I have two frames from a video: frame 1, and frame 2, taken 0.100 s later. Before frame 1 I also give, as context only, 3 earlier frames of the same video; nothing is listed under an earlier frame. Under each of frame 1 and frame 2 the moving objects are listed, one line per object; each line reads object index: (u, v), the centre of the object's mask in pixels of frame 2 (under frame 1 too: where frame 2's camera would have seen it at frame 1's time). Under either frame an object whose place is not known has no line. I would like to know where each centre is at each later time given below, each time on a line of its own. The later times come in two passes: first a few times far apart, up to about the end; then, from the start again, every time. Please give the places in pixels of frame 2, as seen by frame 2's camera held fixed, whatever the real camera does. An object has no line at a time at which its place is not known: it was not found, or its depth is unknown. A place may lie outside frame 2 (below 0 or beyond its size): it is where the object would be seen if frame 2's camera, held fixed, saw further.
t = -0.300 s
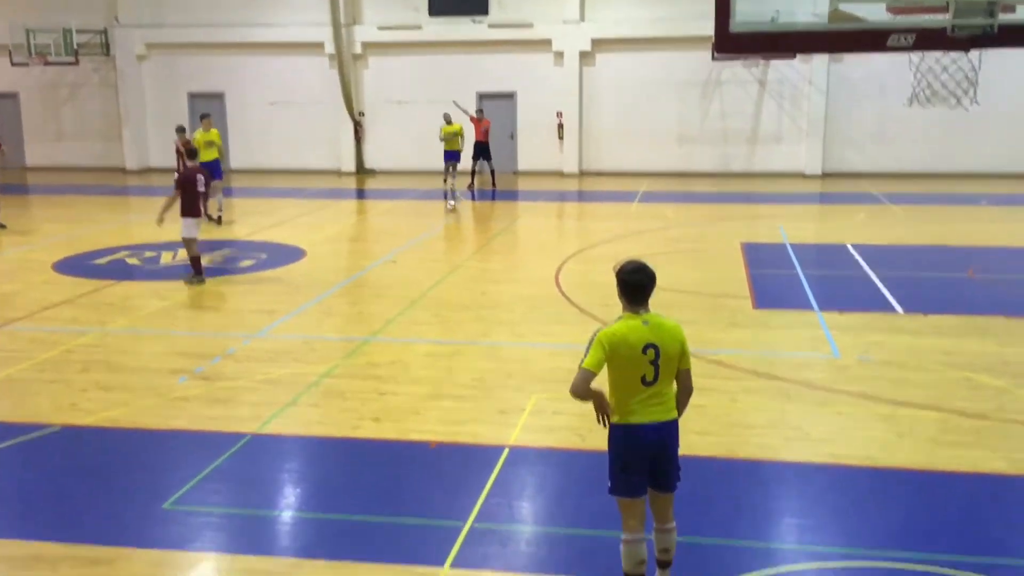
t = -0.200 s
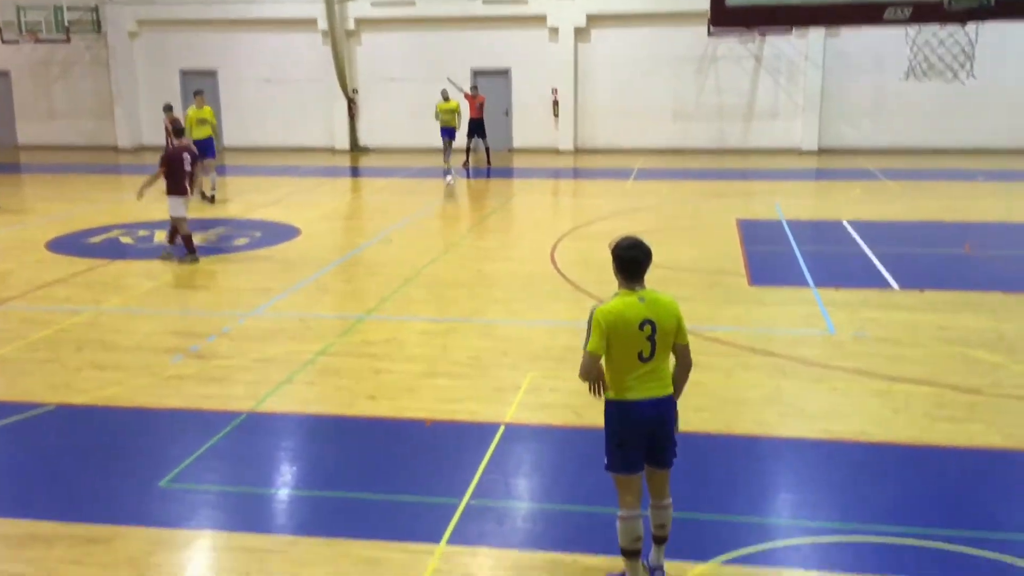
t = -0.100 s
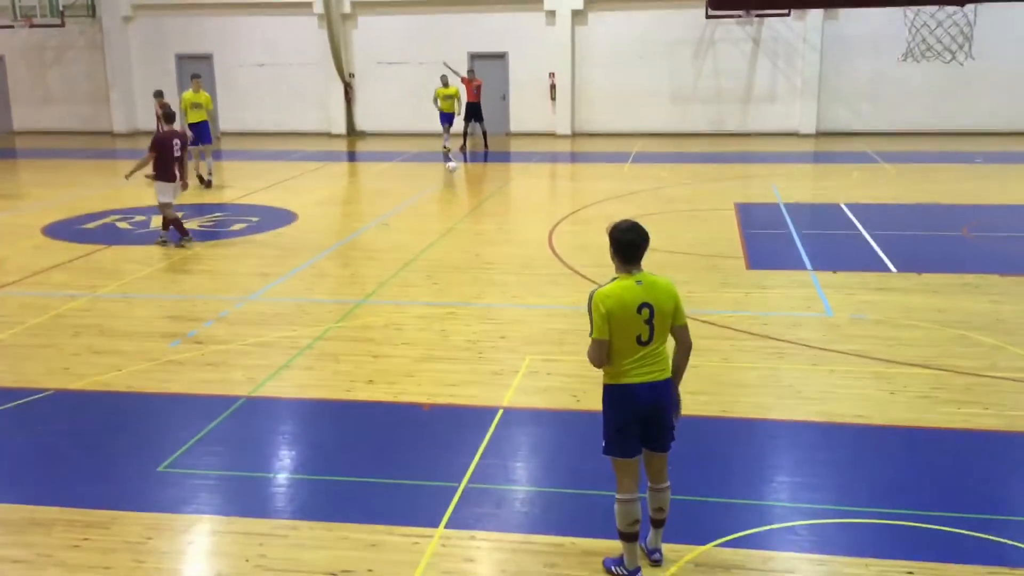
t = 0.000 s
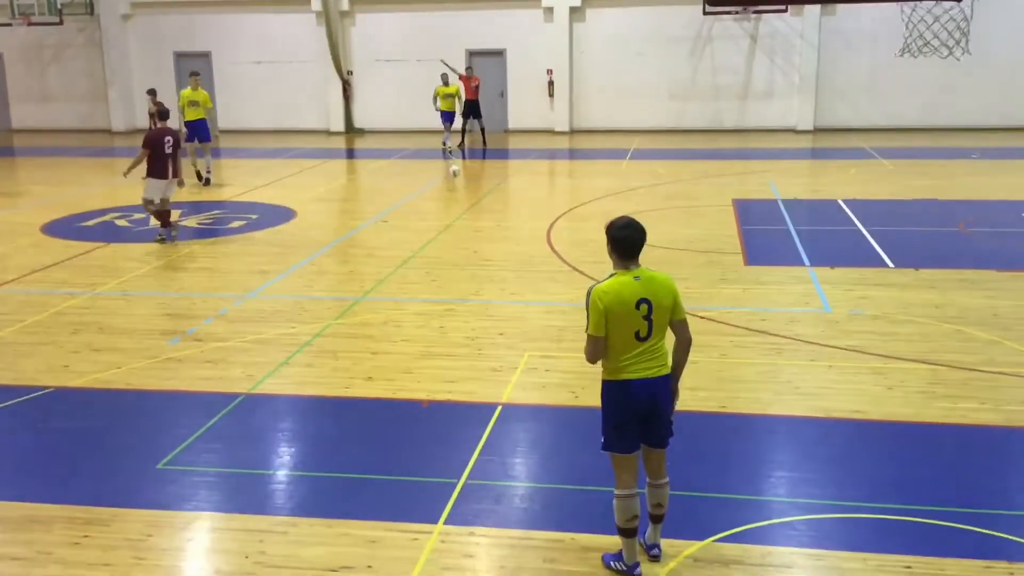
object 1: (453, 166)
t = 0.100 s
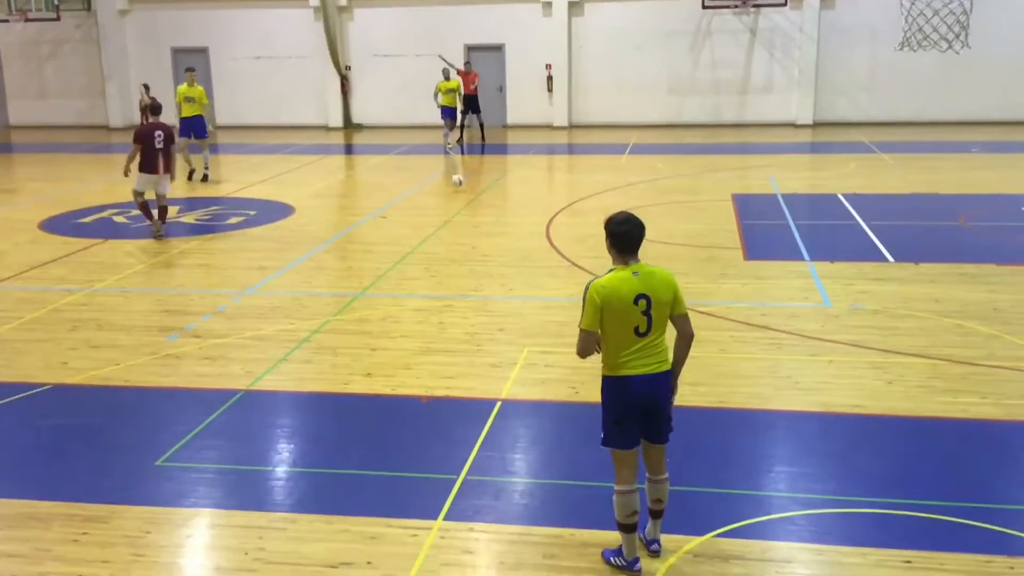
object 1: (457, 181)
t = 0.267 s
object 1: (465, 188)
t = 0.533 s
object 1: (478, 211)
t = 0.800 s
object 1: (493, 237)
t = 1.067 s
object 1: (510, 264)
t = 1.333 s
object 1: (531, 299)
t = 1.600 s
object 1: (561, 340)
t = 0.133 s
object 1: (460, 187)
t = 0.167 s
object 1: (461, 187)
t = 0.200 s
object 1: (462, 187)
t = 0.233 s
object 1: (464, 187)
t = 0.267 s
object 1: (465, 188)
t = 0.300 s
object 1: (466, 190)
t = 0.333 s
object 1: (469, 193)
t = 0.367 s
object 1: (470, 196)
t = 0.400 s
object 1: (472, 200)
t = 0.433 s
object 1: (474, 207)
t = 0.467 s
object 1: (476, 209)
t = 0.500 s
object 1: (477, 209)
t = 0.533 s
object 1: (478, 211)
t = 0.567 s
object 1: (480, 213)
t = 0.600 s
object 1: (481, 217)
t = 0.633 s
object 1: (483, 221)
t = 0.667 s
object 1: (485, 226)
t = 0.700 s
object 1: (487, 228)
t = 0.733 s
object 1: (489, 230)
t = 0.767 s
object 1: (490, 234)
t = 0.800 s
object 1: (493, 237)
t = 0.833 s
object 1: (494, 239)
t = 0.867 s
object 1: (496, 242)
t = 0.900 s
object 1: (498, 247)
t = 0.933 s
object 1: (500, 250)
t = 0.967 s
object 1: (503, 252)
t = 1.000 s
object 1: (505, 256)
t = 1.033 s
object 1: (507, 261)
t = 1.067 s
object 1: (510, 264)
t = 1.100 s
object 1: (512, 267)
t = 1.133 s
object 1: (514, 273)
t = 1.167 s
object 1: (517, 276)
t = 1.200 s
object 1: (520, 280)
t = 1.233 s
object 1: (522, 285)
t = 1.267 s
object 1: (525, 289)
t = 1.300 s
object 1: (528, 293)
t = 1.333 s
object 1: (531, 299)
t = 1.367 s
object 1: (534, 304)
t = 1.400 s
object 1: (537, 308)
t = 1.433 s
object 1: (541, 314)
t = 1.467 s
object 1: (544, 318)
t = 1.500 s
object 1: (548, 324)
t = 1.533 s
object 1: (552, 330)
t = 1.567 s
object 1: (556, 336)
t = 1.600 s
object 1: (561, 340)
